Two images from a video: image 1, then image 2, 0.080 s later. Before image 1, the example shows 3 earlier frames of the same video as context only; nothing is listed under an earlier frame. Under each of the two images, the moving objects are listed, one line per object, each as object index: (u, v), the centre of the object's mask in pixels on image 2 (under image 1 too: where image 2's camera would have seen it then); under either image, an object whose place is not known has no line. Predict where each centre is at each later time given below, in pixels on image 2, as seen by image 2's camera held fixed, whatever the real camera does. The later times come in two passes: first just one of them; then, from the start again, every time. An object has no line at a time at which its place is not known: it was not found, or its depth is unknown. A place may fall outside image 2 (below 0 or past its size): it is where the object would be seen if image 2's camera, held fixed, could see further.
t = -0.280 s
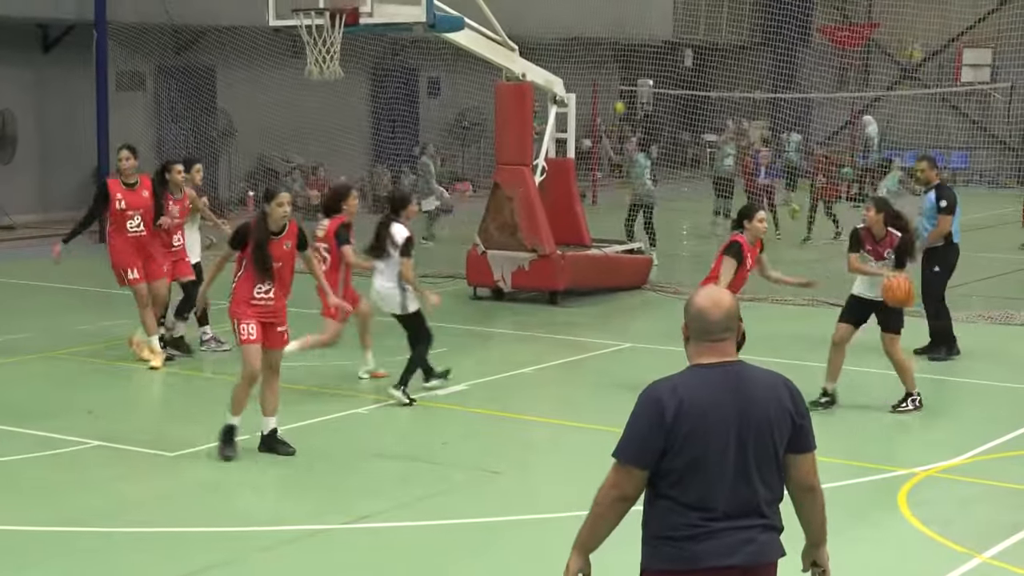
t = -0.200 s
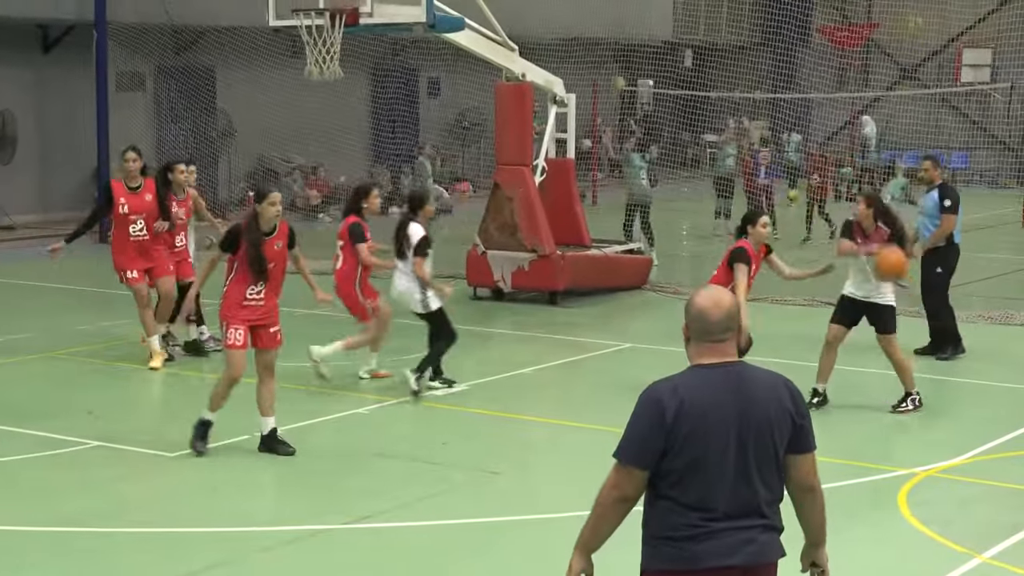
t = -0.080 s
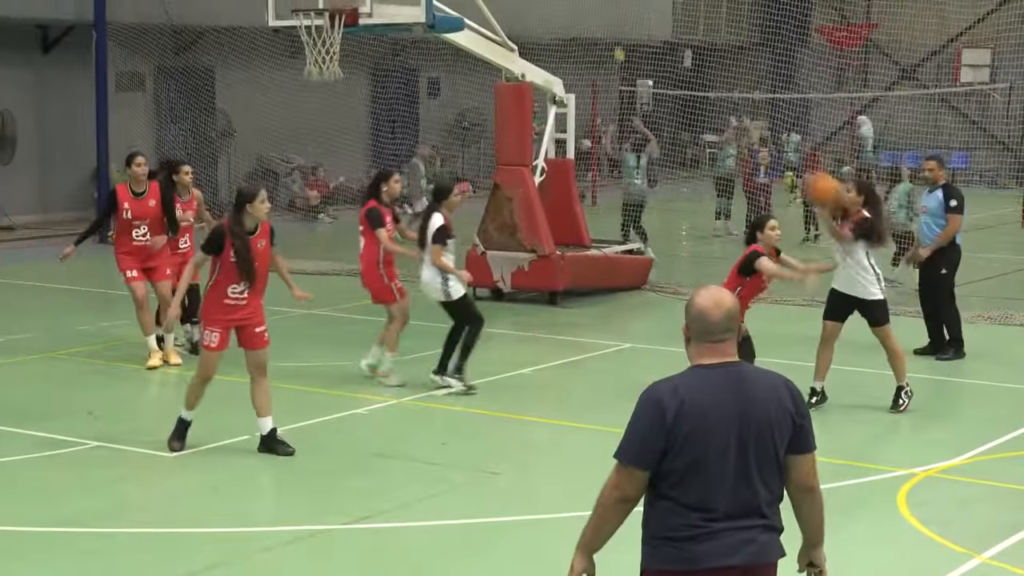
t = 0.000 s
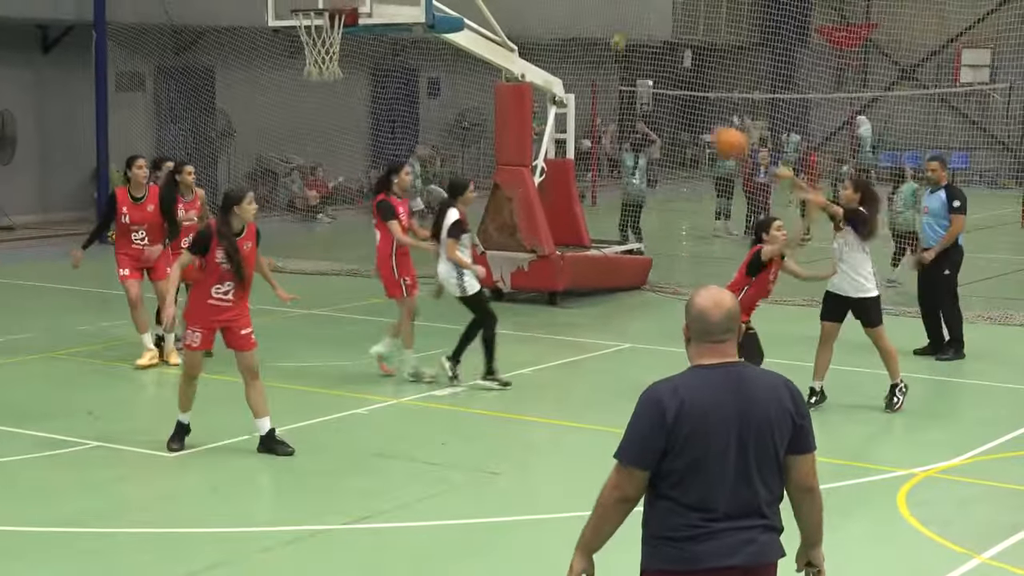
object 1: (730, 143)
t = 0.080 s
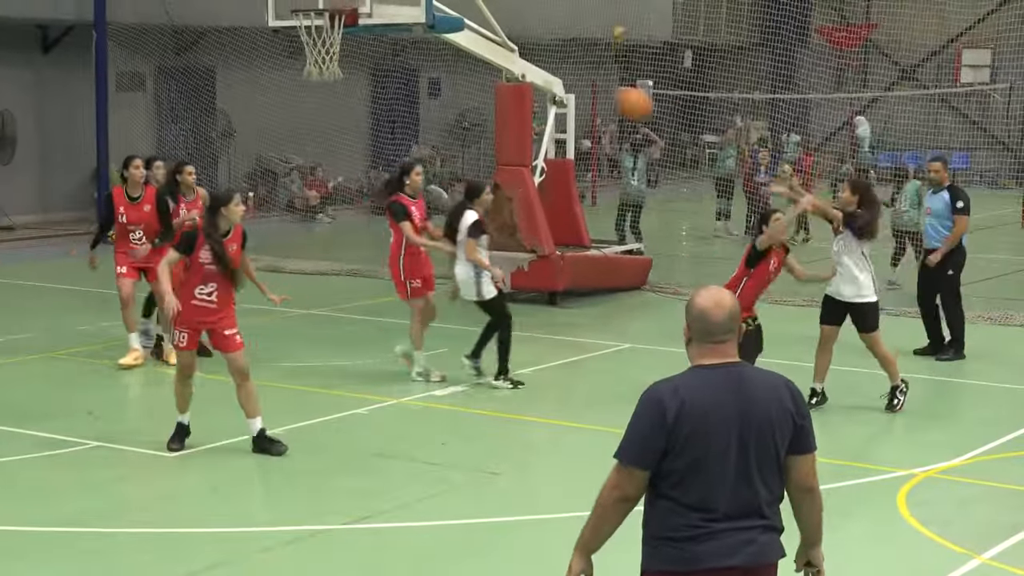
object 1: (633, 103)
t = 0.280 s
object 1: (393, 46)
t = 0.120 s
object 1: (585, 86)
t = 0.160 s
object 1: (537, 73)
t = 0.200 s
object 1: (487, 62)
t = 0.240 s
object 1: (440, 51)
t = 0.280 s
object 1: (393, 46)
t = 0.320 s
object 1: (345, 39)
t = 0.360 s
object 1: (294, 38)
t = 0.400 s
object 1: (247, 37)
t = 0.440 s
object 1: (199, 40)
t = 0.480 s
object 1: (151, 43)
